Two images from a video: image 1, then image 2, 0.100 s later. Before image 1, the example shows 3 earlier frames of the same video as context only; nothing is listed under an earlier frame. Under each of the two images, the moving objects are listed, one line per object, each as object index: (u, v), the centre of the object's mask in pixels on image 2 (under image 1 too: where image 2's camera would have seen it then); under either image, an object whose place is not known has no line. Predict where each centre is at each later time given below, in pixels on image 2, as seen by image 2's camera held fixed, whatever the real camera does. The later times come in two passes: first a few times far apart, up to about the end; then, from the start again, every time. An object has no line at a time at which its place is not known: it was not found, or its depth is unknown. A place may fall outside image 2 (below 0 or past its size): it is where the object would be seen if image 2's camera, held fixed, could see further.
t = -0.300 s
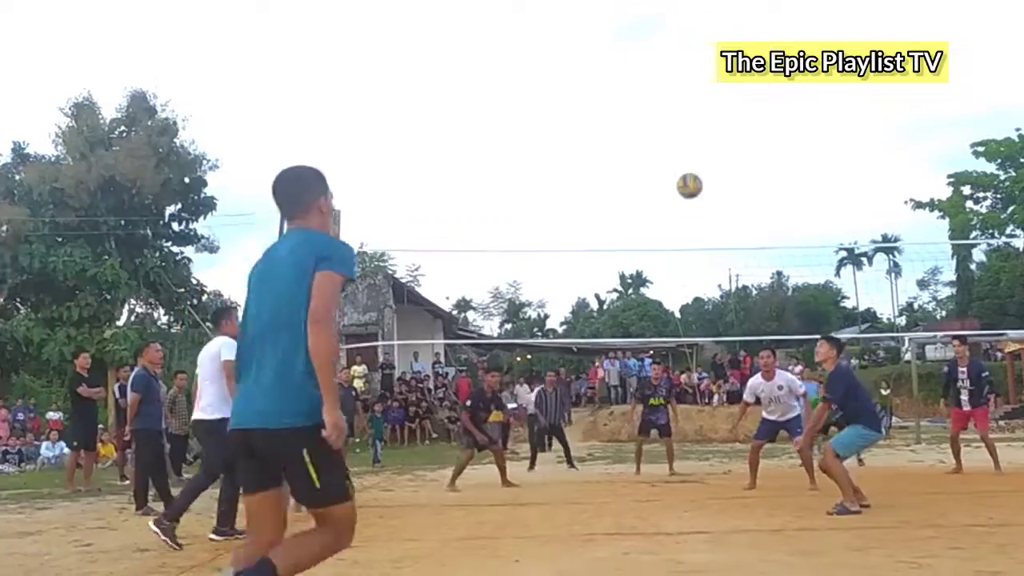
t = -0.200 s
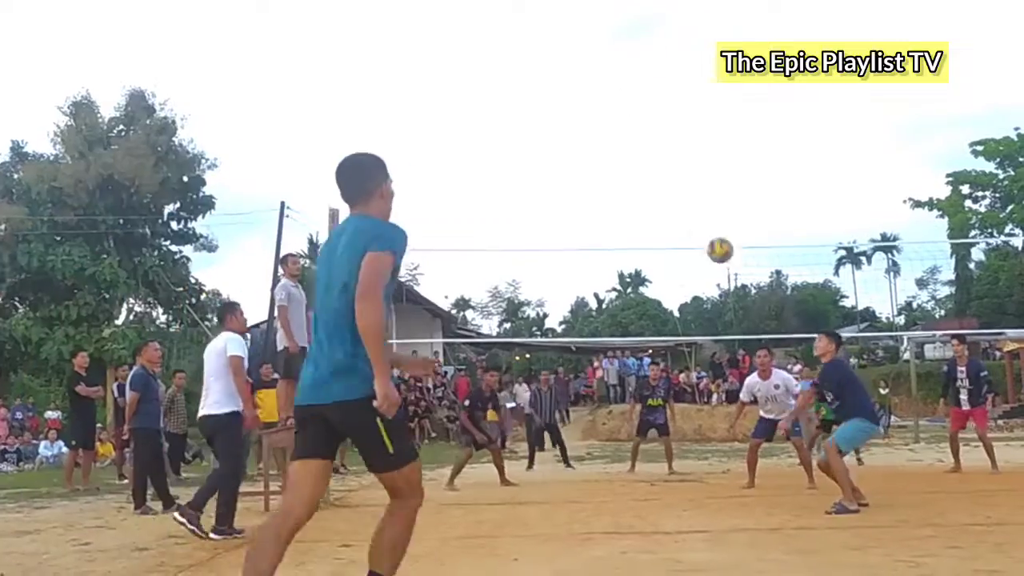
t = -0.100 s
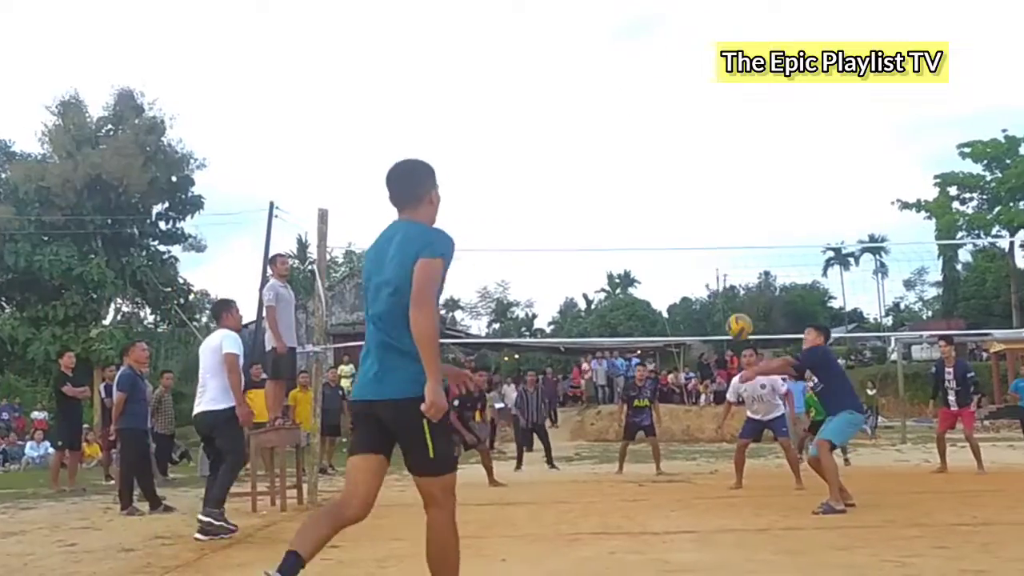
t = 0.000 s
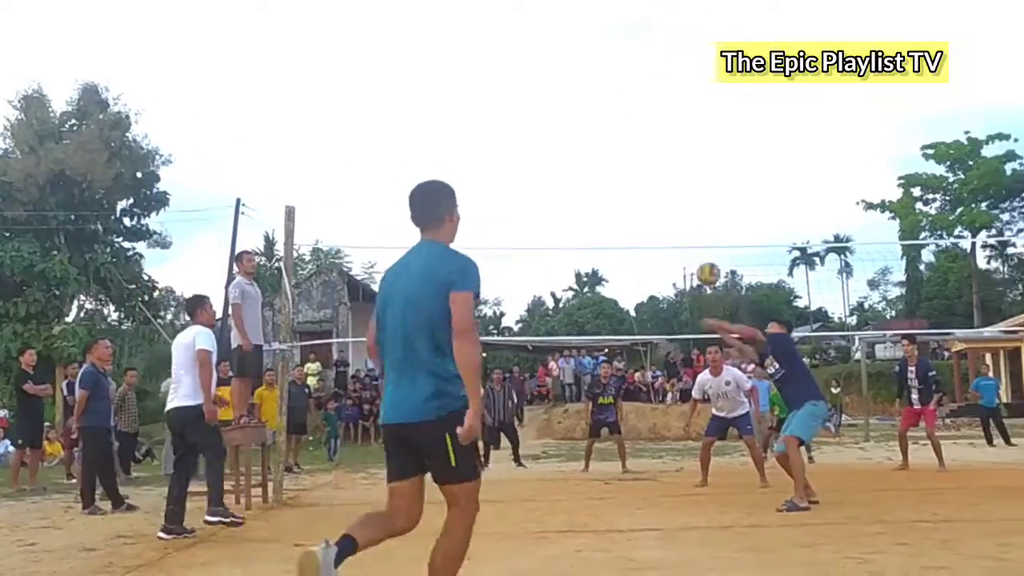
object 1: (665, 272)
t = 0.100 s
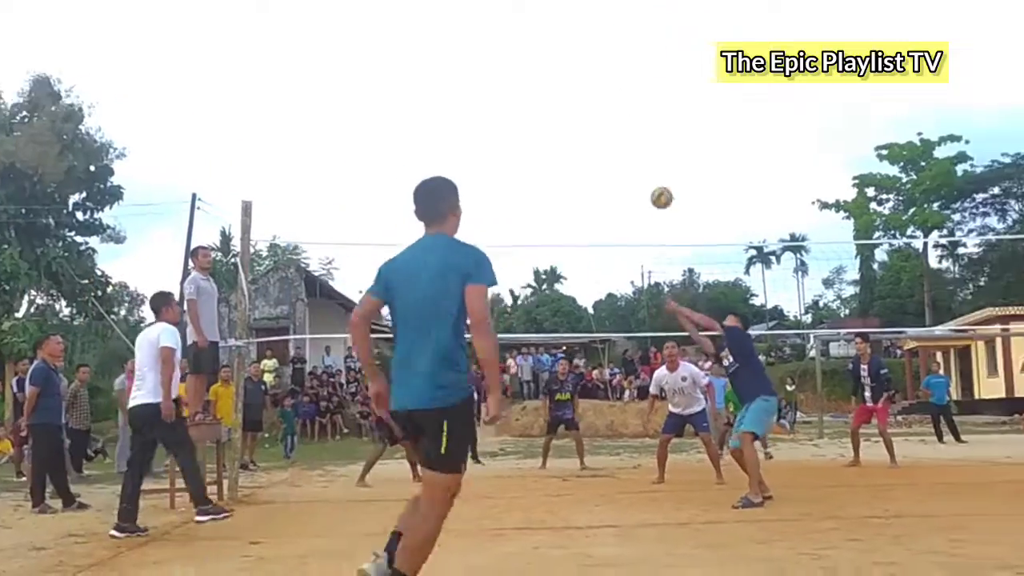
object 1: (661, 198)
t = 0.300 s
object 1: (656, 105)
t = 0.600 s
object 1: (652, 63)
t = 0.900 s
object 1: (651, 98)
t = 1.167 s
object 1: (652, 172)
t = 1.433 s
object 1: (651, 275)
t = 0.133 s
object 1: (660, 177)
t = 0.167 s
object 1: (660, 159)
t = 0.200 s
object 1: (659, 143)
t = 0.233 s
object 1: (658, 129)
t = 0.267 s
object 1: (657, 116)
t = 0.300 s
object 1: (656, 105)
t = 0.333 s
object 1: (655, 96)
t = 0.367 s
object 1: (655, 88)
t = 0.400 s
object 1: (654, 81)
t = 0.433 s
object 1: (653, 75)
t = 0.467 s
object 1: (653, 71)
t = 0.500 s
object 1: (653, 67)
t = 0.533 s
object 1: (652, 65)
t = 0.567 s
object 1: (652, 64)
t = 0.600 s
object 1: (652, 63)
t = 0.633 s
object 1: (651, 64)
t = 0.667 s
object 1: (651, 66)
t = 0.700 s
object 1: (651, 68)
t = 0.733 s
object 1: (651, 72)
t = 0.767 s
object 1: (651, 75)
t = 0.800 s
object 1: (651, 80)
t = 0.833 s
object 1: (651, 85)
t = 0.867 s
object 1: (651, 92)
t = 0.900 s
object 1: (651, 98)
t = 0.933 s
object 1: (651, 105)
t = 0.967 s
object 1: (651, 112)
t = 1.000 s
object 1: (651, 121)
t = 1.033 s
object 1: (651, 130)
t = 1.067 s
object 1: (651, 140)
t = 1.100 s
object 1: (651, 150)
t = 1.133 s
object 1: (652, 160)
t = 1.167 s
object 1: (652, 172)
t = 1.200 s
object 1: (652, 183)
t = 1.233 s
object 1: (652, 195)
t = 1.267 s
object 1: (652, 207)
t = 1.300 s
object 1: (652, 220)
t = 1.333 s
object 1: (652, 234)
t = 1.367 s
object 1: (652, 247)
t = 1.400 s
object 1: (651, 261)
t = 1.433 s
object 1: (651, 275)
